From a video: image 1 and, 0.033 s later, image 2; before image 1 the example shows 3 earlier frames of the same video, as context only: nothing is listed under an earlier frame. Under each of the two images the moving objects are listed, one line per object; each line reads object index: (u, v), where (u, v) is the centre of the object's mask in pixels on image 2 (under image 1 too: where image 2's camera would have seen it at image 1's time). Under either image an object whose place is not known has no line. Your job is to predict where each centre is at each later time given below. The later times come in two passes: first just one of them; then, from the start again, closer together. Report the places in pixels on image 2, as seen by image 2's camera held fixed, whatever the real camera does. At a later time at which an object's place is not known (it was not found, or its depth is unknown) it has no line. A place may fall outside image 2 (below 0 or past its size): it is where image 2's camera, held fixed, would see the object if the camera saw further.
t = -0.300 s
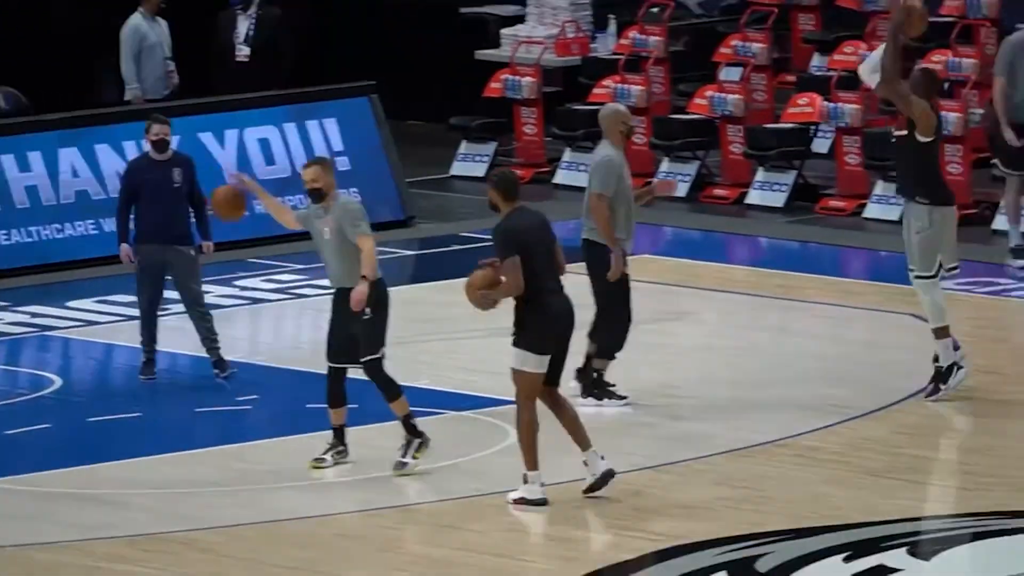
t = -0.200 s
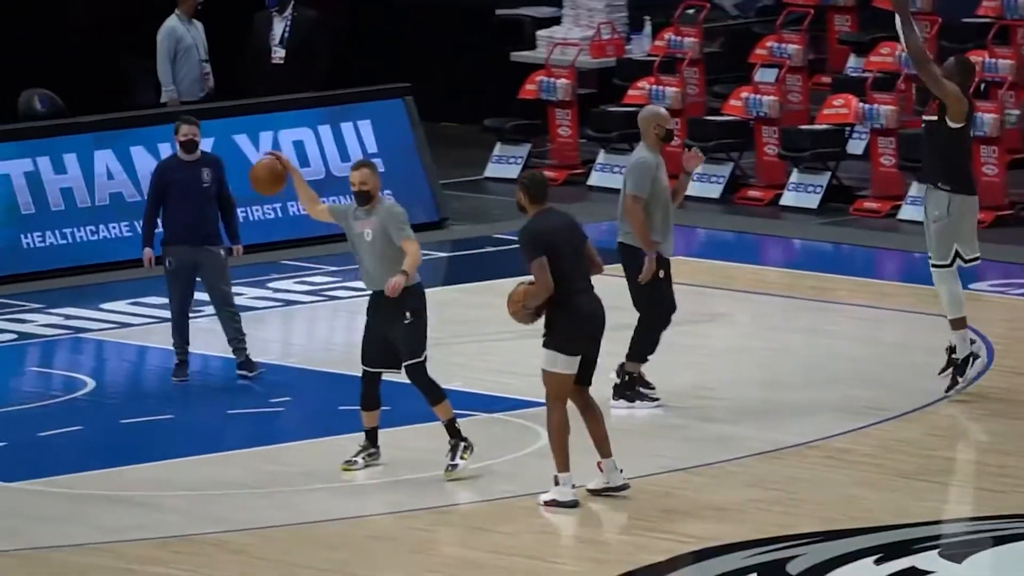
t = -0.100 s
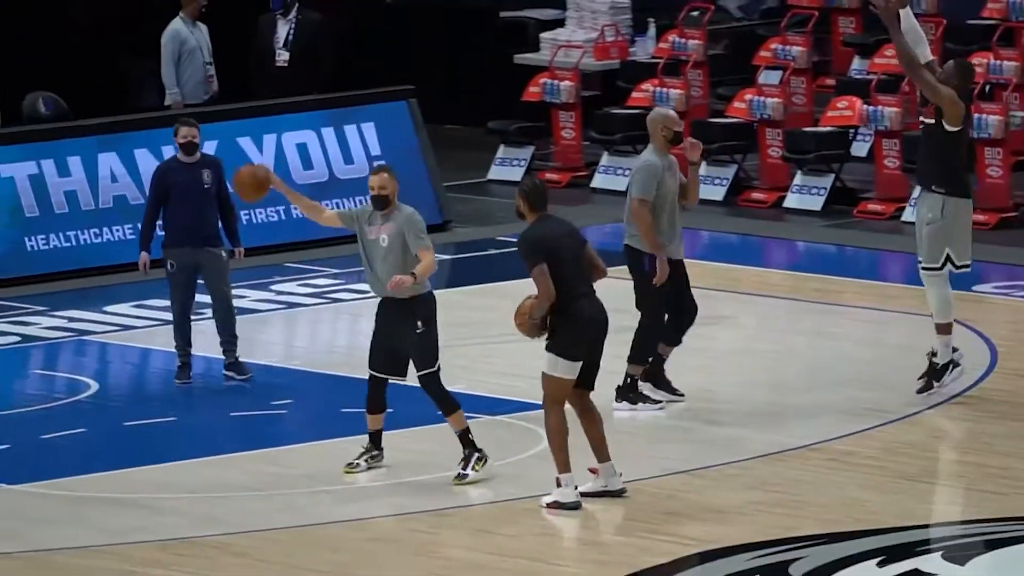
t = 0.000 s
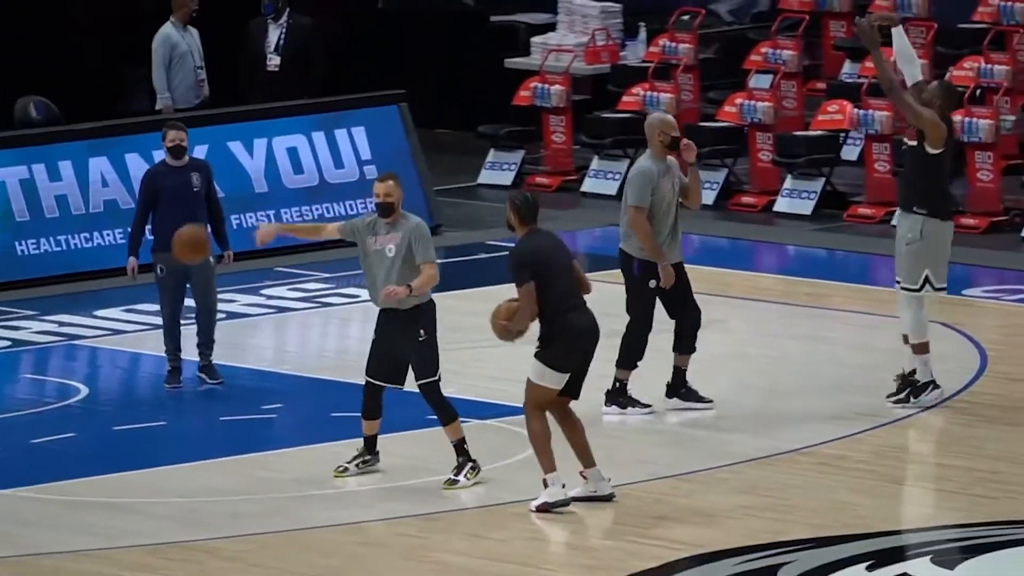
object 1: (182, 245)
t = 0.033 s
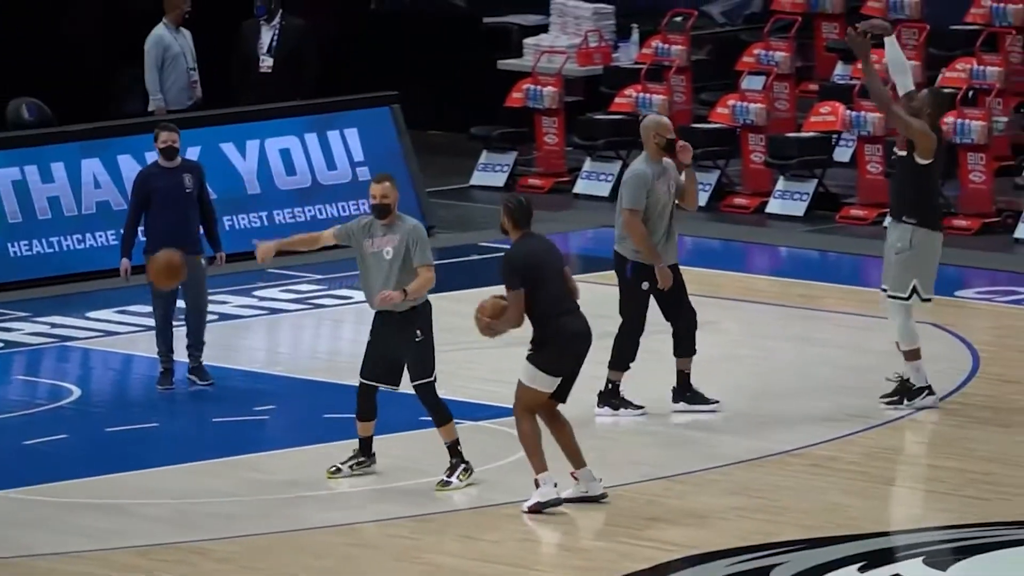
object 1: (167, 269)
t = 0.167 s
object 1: (97, 385)
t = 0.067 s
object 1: (151, 295)
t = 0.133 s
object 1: (114, 354)
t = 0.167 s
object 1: (97, 385)
